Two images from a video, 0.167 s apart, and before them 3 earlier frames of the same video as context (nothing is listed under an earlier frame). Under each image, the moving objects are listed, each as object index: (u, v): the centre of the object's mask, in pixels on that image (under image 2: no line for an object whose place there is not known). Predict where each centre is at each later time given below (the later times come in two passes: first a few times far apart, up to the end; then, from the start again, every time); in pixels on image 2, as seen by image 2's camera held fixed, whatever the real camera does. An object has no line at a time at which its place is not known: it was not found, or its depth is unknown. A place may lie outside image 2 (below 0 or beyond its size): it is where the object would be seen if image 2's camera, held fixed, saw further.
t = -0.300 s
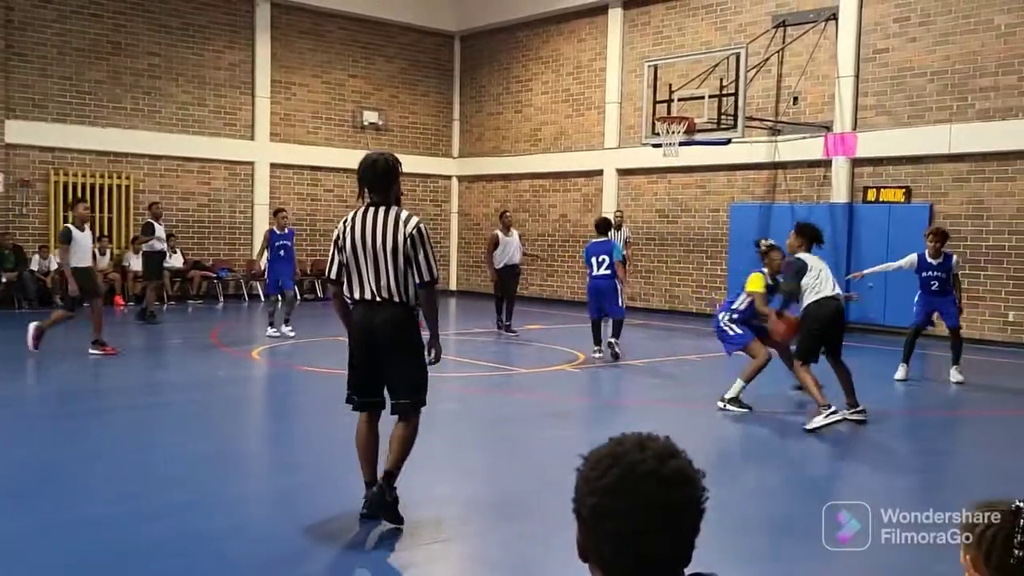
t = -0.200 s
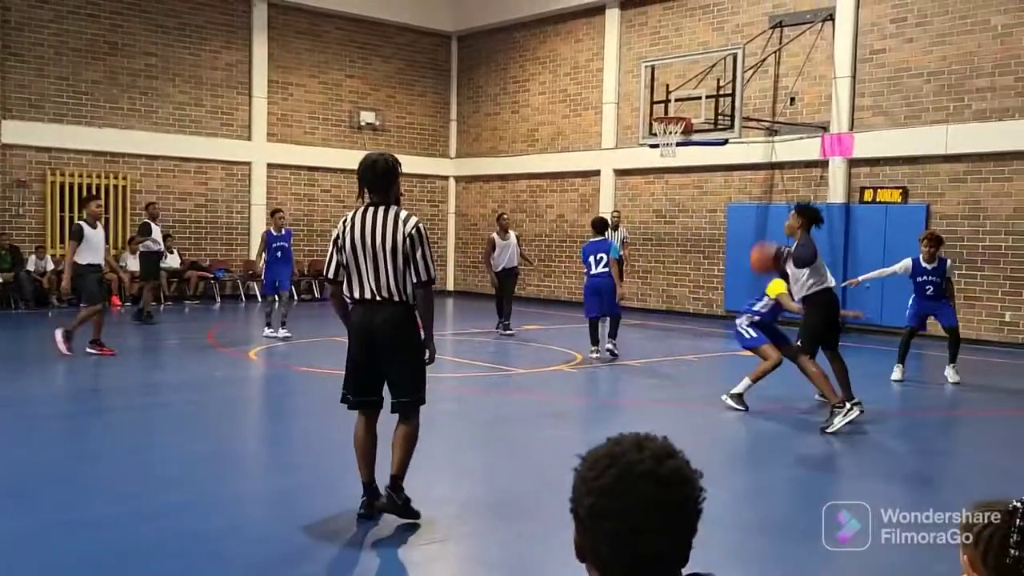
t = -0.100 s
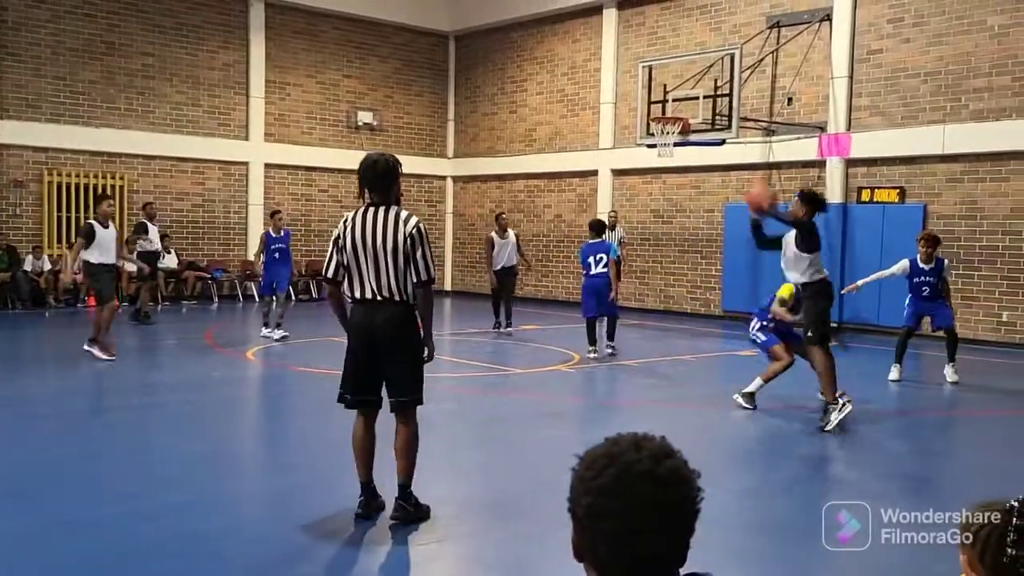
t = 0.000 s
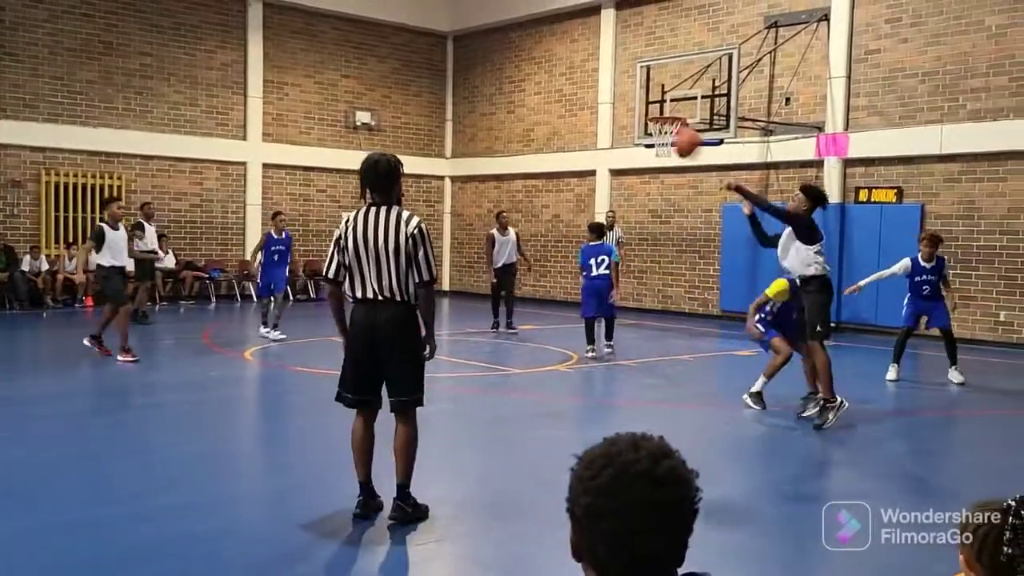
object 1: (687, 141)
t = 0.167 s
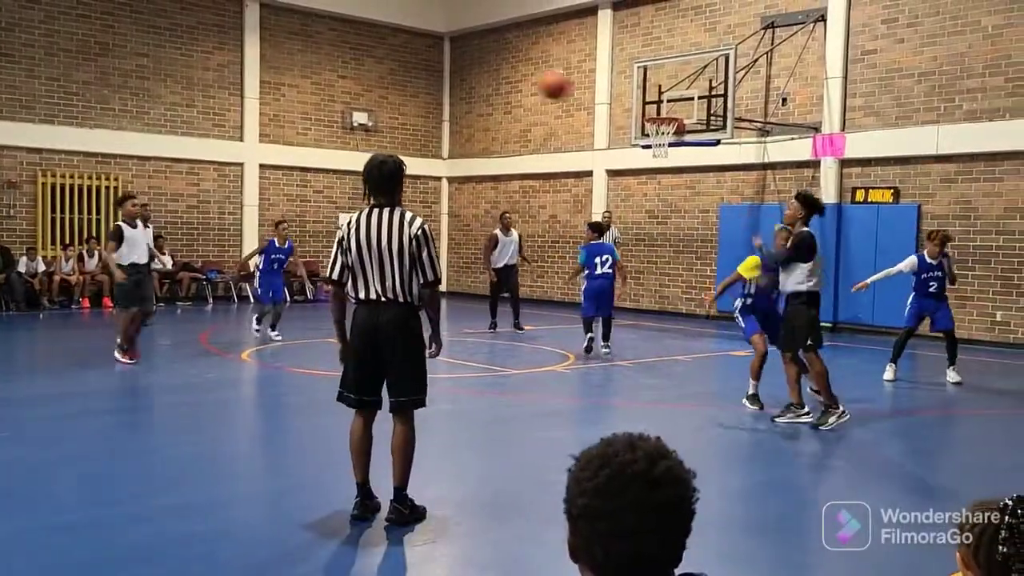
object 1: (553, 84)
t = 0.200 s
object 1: (527, 76)
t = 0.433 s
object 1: (359, 60)
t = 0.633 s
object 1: (223, 98)
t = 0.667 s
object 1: (200, 108)
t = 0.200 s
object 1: (527, 76)
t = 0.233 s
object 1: (502, 69)
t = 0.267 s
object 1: (479, 63)
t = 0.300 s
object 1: (455, 60)
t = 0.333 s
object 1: (430, 57)
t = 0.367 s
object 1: (406, 56)
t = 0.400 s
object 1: (382, 58)
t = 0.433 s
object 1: (359, 60)
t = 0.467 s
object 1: (336, 64)
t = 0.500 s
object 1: (313, 69)
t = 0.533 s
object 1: (291, 74)
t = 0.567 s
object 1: (268, 81)
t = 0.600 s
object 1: (244, 90)
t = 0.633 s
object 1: (223, 98)
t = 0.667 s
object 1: (200, 108)
